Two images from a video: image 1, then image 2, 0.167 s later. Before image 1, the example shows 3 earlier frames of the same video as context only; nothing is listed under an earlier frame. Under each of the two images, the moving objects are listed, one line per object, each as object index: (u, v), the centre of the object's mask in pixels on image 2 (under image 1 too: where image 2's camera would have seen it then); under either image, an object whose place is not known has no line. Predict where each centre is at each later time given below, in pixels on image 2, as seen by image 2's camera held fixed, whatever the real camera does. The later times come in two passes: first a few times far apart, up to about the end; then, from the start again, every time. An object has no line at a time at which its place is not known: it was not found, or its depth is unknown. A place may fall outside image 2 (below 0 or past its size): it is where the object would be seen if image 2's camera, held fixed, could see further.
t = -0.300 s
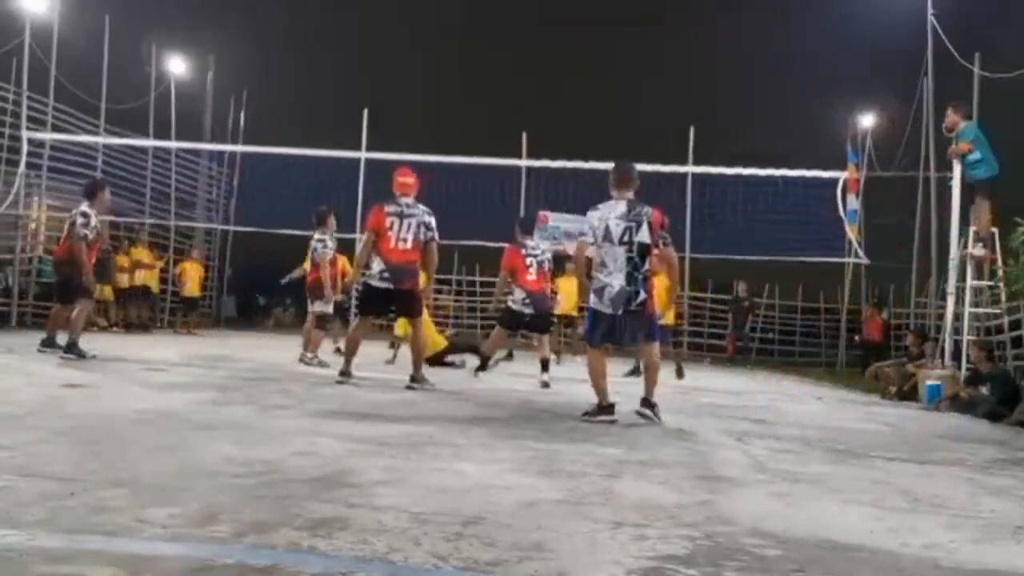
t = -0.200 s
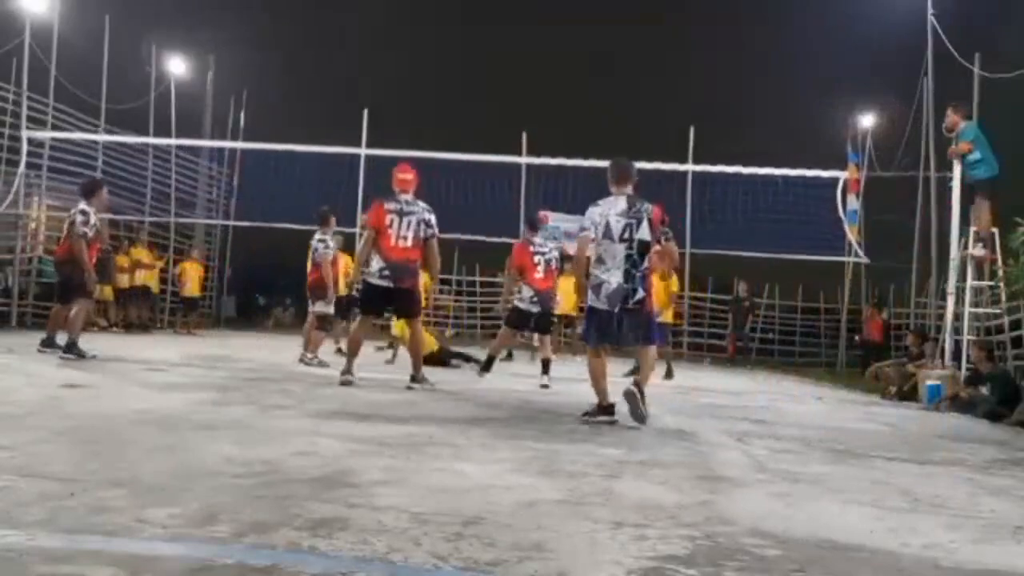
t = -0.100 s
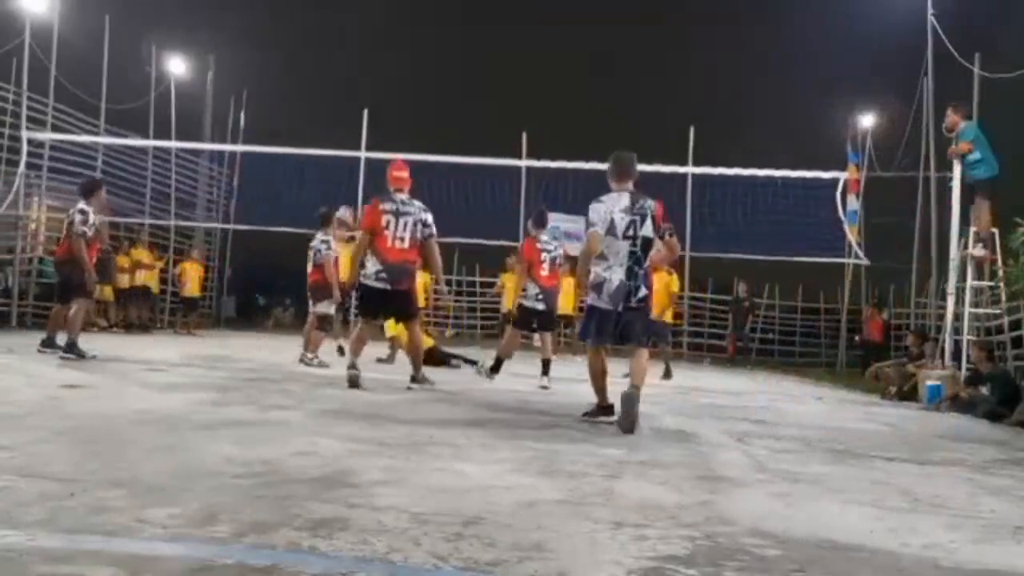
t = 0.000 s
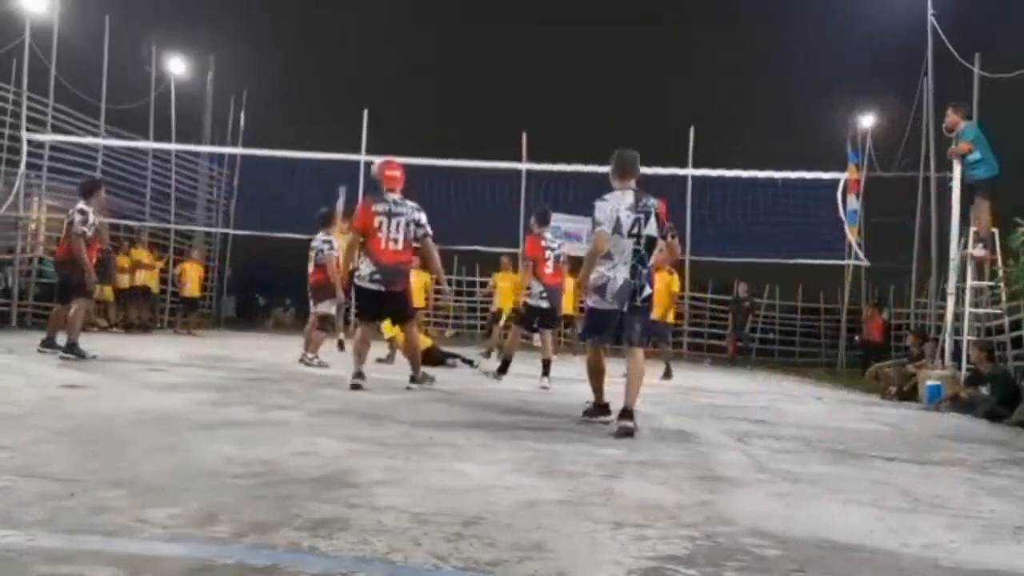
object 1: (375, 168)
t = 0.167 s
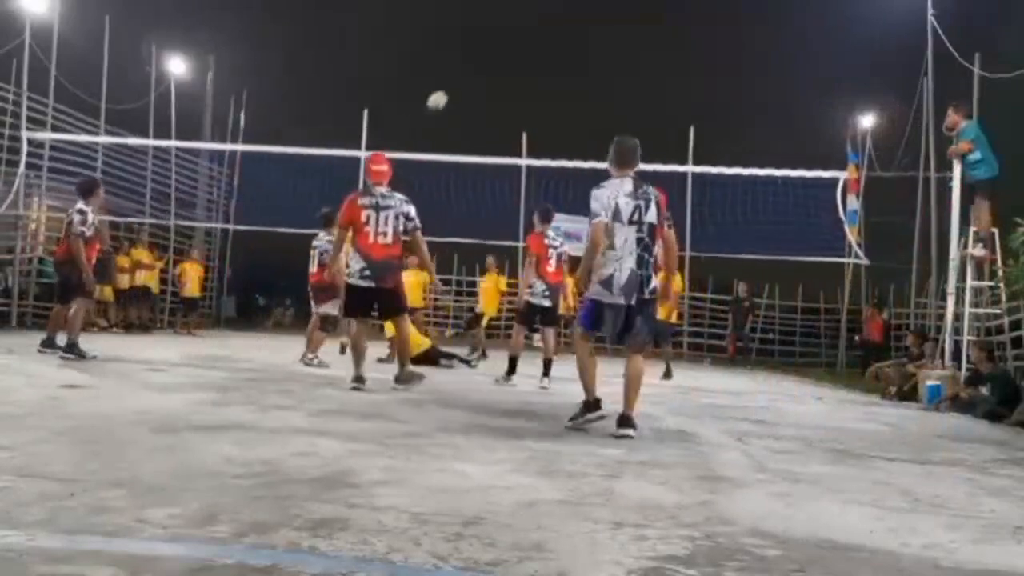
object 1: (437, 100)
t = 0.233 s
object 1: (459, 80)
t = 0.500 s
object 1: (544, 32)
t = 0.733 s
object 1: (611, 34)
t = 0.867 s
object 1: (647, 51)
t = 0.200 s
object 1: (448, 89)
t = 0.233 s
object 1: (459, 80)
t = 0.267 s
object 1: (470, 71)
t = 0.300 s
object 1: (481, 62)
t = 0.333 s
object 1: (492, 55)
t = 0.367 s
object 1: (502, 49)
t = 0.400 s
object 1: (513, 44)
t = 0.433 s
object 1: (523, 39)
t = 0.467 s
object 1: (533, 35)
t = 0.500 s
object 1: (544, 32)
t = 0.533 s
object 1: (554, 30)
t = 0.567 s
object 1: (563, 29)
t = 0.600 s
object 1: (573, 28)
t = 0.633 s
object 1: (582, 28)
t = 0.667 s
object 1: (592, 29)
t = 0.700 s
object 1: (602, 31)
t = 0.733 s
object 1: (611, 34)
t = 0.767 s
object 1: (620, 37)
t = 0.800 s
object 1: (629, 41)
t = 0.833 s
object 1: (638, 46)
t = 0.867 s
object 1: (647, 51)
